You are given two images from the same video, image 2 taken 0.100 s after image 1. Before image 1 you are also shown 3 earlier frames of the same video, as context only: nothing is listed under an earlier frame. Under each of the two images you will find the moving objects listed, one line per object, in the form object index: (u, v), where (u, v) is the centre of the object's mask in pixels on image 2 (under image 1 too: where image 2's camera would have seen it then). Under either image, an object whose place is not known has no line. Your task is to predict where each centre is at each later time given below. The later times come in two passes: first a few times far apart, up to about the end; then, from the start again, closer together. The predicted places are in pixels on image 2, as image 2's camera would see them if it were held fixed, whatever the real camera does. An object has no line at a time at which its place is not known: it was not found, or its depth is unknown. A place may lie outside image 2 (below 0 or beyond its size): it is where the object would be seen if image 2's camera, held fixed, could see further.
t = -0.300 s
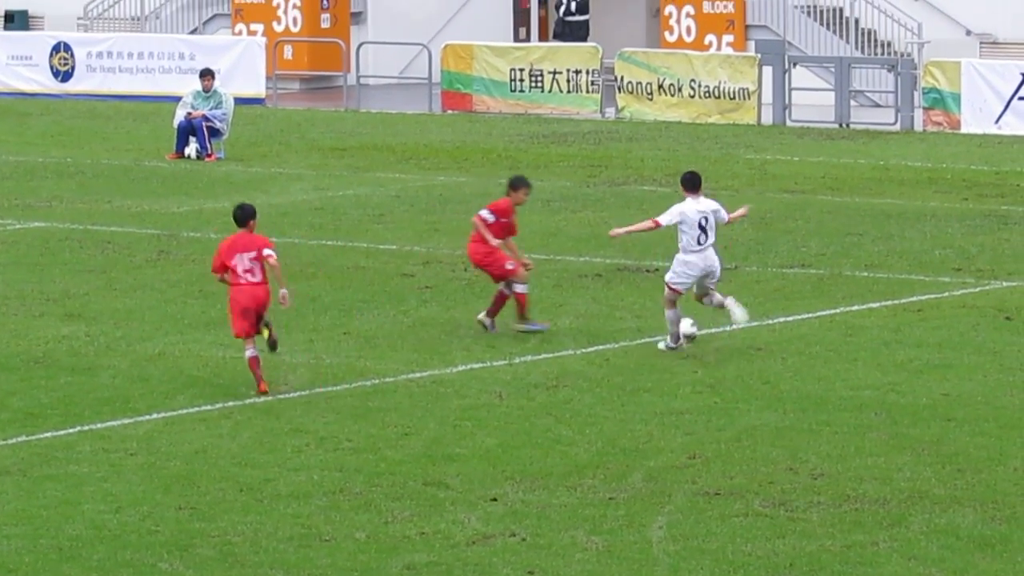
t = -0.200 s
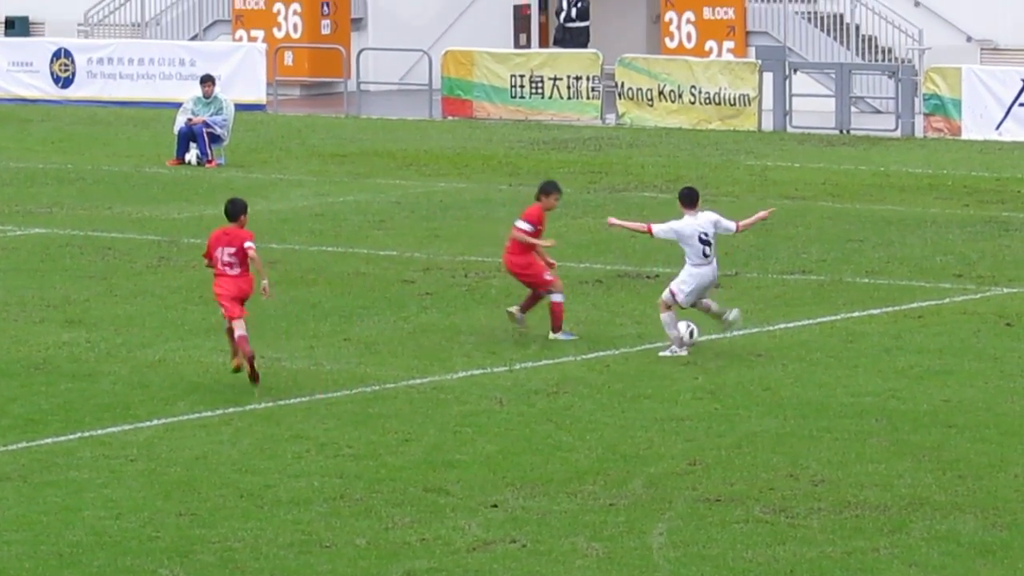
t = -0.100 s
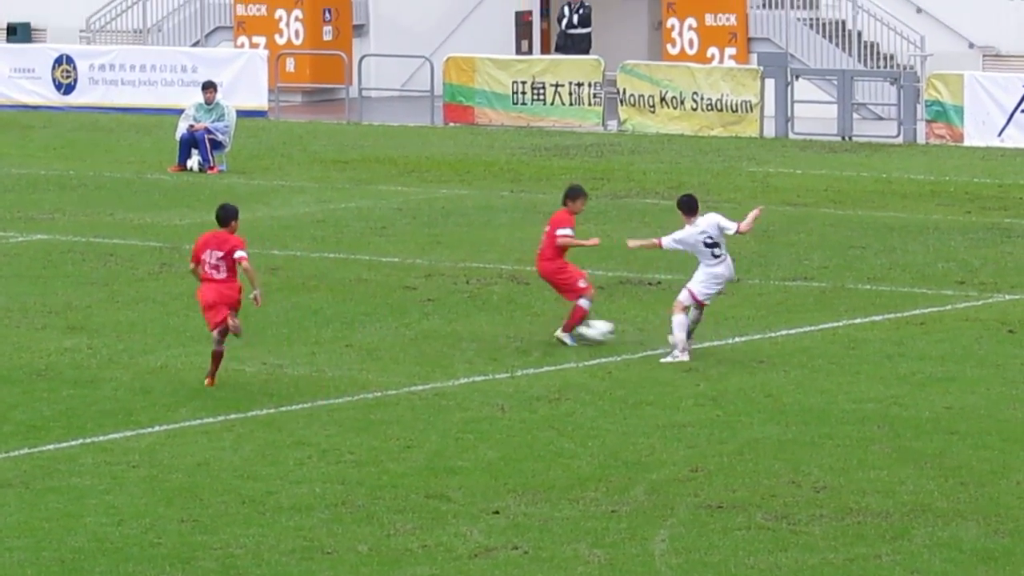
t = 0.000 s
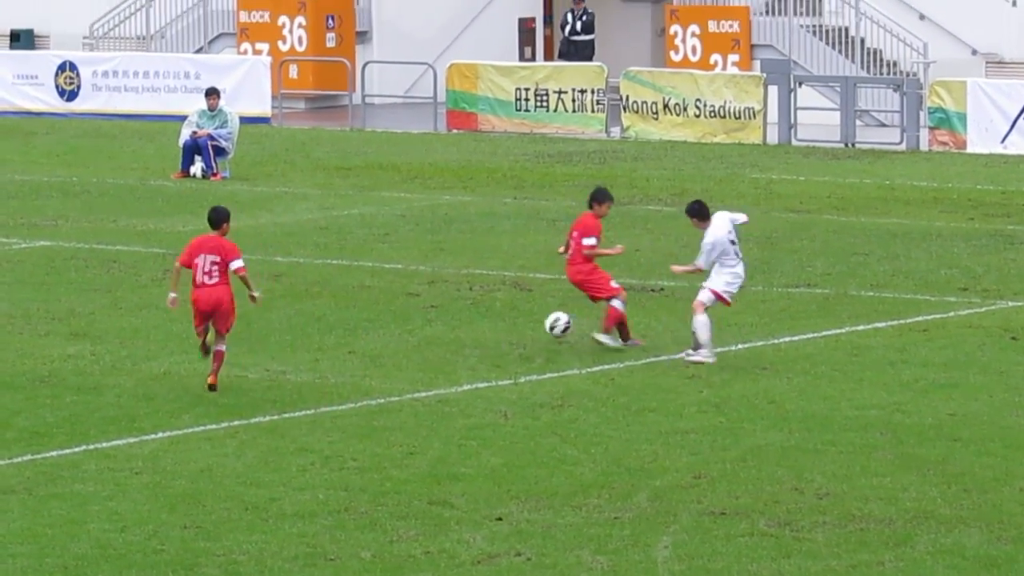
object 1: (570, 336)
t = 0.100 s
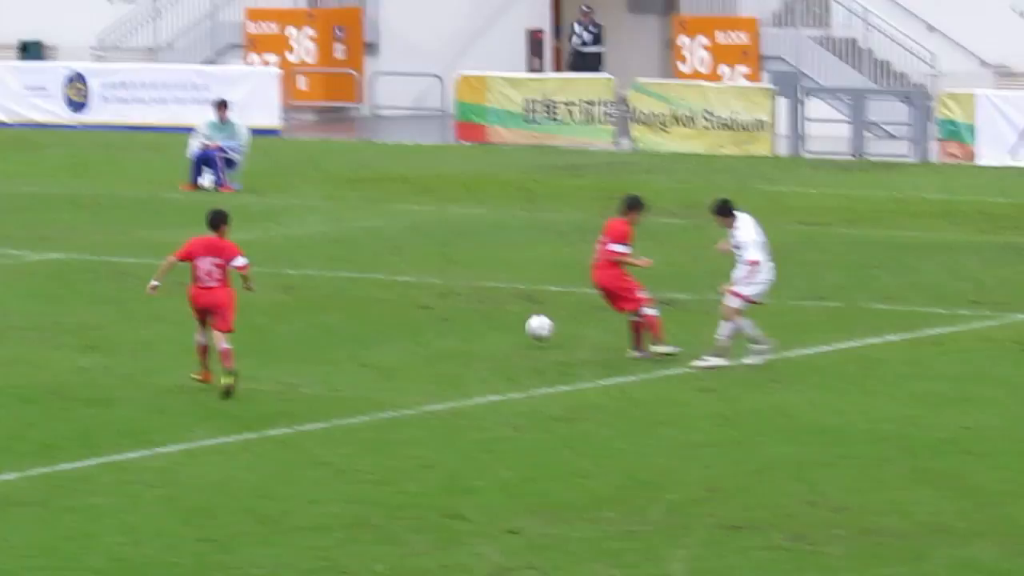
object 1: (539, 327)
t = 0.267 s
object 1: (498, 324)
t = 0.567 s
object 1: (455, 310)
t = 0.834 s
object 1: (451, 303)
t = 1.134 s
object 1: (456, 296)
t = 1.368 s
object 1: (458, 291)
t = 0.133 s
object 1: (529, 326)
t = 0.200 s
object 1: (513, 328)
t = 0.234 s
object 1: (505, 326)
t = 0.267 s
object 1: (498, 324)
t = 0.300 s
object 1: (491, 322)
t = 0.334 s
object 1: (484, 320)
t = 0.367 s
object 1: (477, 318)
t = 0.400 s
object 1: (472, 317)
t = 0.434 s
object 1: (467, 316)
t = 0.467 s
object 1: (463, 313)
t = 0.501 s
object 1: (459, 313)
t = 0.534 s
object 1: (456, 311)
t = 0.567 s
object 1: (455, 310)
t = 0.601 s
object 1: (452, 309)
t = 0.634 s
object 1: (451, 308)
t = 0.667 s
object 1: (450, 308)
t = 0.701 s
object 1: (450, 307)
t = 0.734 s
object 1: (450, 305)
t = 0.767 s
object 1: (450, 303)
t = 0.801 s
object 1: (451, 303)
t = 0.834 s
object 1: (451, 303)
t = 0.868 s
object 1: (452, 302)
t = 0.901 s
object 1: (452, 301)
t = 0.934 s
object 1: (453, 300)
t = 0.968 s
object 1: (453, 299)
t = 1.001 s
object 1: (454, 298)
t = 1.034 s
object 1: (454, 298)
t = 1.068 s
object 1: (455, 298)
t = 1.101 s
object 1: (455, 297)
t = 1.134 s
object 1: (456, 296)
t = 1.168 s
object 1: (456, 295)
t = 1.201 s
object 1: (456, 295)
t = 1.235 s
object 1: (456, 294)
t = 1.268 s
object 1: (457, 293)
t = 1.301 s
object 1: (457, 292)
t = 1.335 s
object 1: (458, 292)
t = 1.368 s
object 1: (458, 291)
